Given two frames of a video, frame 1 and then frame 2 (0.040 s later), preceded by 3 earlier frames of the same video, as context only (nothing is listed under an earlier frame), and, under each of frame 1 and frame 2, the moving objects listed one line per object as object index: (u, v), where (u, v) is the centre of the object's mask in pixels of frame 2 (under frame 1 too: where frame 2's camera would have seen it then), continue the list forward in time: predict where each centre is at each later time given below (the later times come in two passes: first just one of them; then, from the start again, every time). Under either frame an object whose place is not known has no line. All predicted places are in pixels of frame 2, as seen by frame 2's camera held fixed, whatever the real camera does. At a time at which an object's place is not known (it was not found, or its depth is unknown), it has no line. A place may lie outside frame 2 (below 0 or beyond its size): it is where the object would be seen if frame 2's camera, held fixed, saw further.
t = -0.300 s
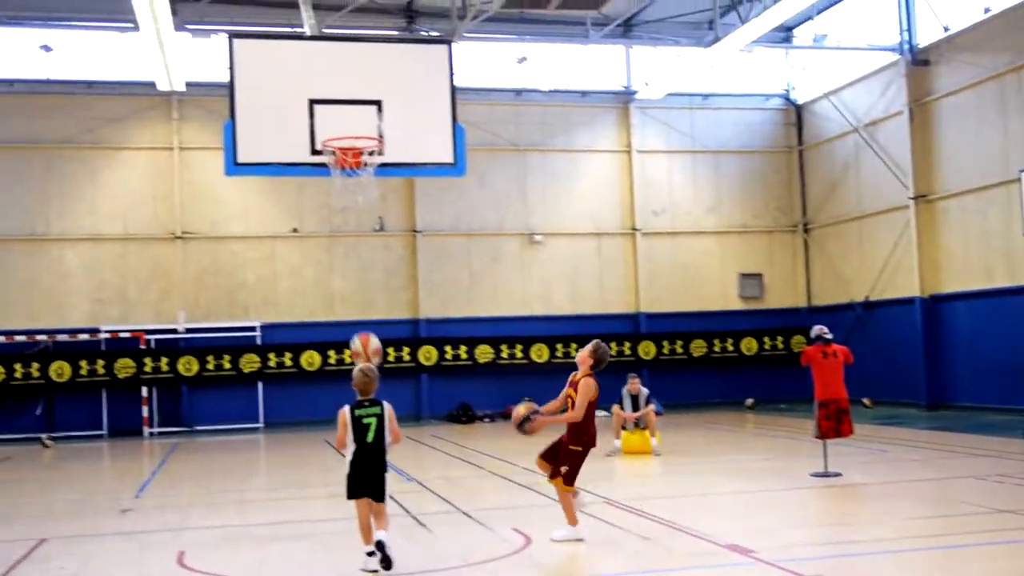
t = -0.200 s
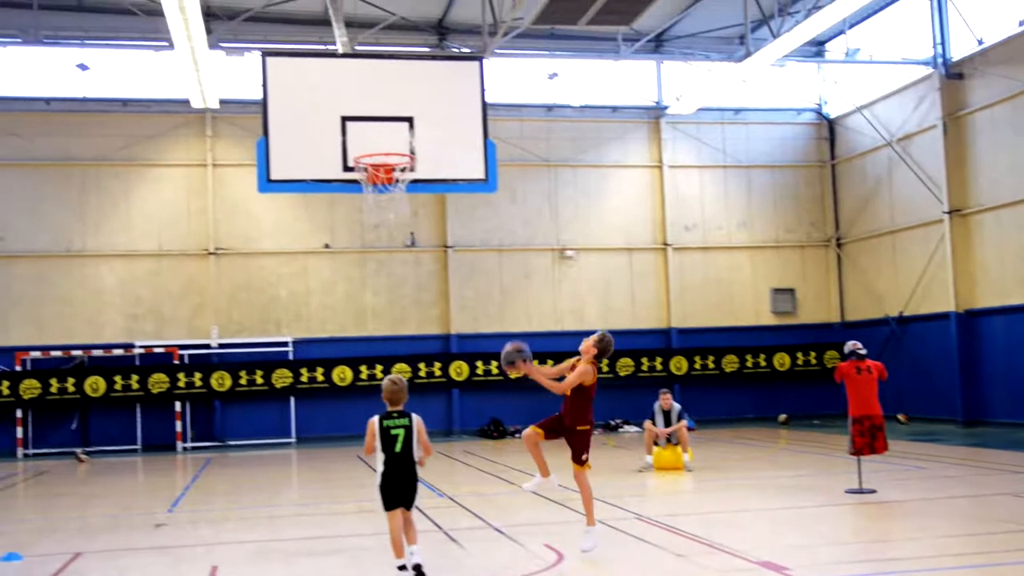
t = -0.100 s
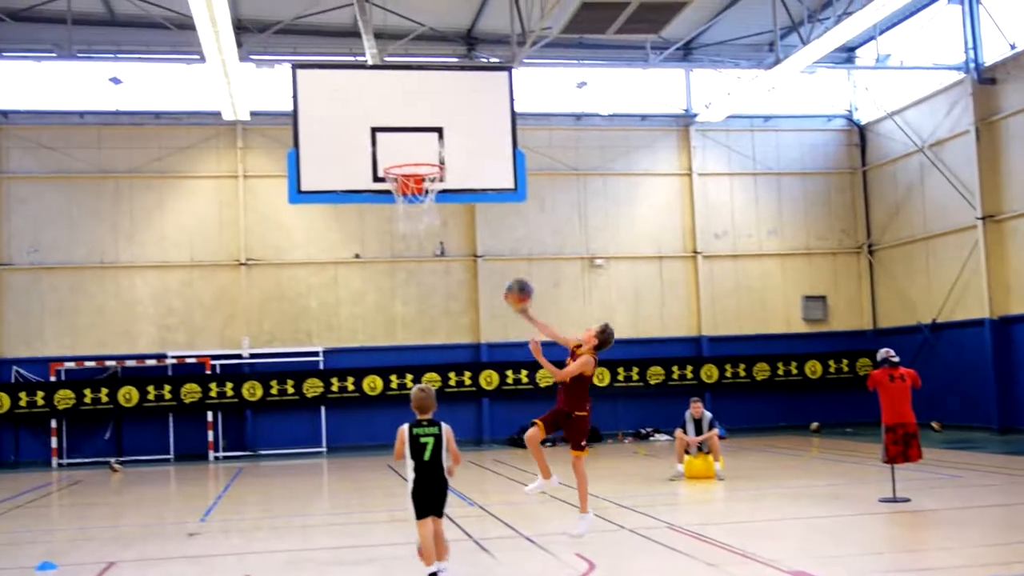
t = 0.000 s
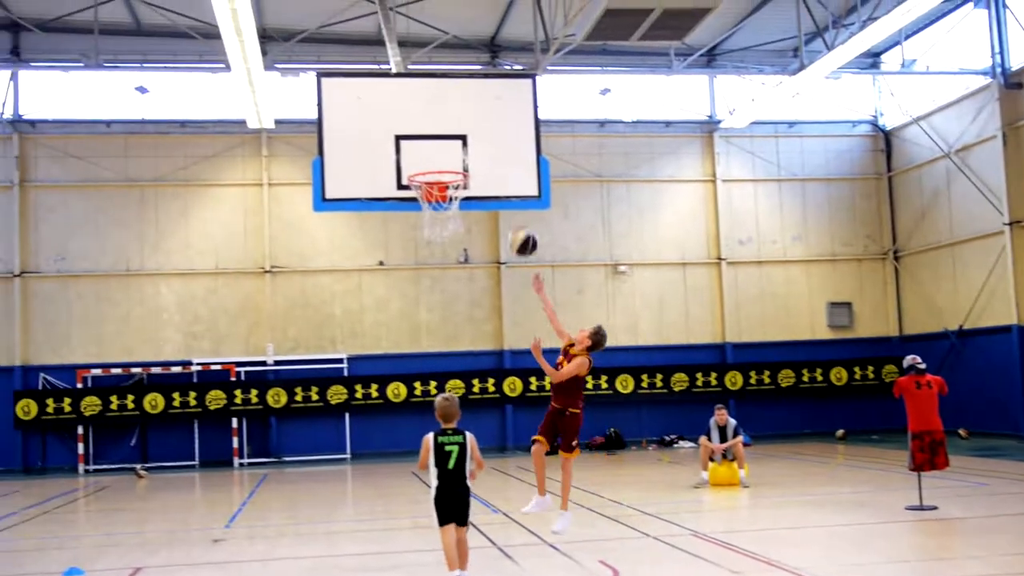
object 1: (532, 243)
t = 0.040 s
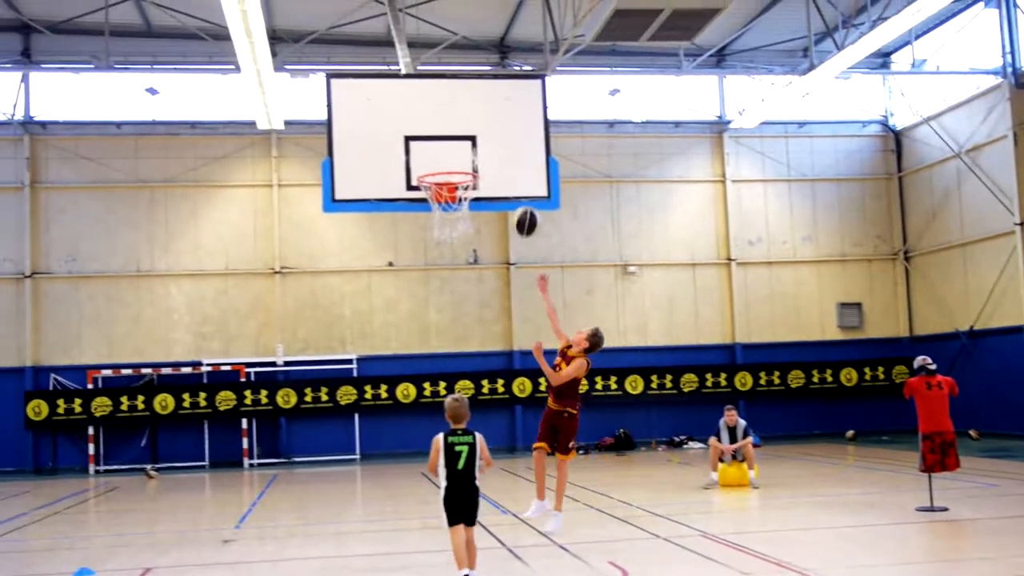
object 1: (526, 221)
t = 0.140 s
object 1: (509, 181)
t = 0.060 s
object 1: (522, 212)
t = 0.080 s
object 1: (519, 204)
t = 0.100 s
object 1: (515, 195)
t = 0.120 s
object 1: (512, 188)
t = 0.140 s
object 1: (509, 181)
